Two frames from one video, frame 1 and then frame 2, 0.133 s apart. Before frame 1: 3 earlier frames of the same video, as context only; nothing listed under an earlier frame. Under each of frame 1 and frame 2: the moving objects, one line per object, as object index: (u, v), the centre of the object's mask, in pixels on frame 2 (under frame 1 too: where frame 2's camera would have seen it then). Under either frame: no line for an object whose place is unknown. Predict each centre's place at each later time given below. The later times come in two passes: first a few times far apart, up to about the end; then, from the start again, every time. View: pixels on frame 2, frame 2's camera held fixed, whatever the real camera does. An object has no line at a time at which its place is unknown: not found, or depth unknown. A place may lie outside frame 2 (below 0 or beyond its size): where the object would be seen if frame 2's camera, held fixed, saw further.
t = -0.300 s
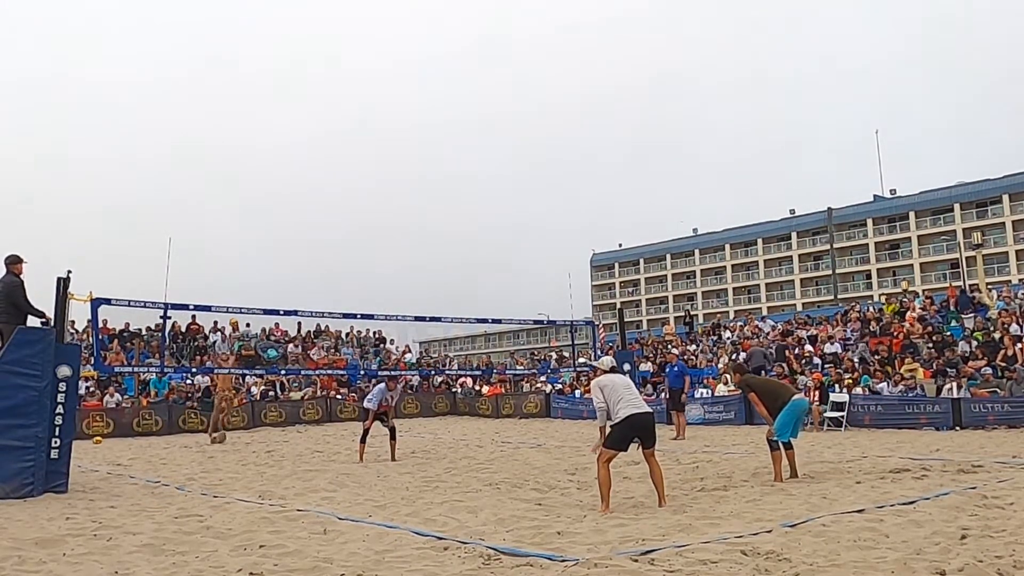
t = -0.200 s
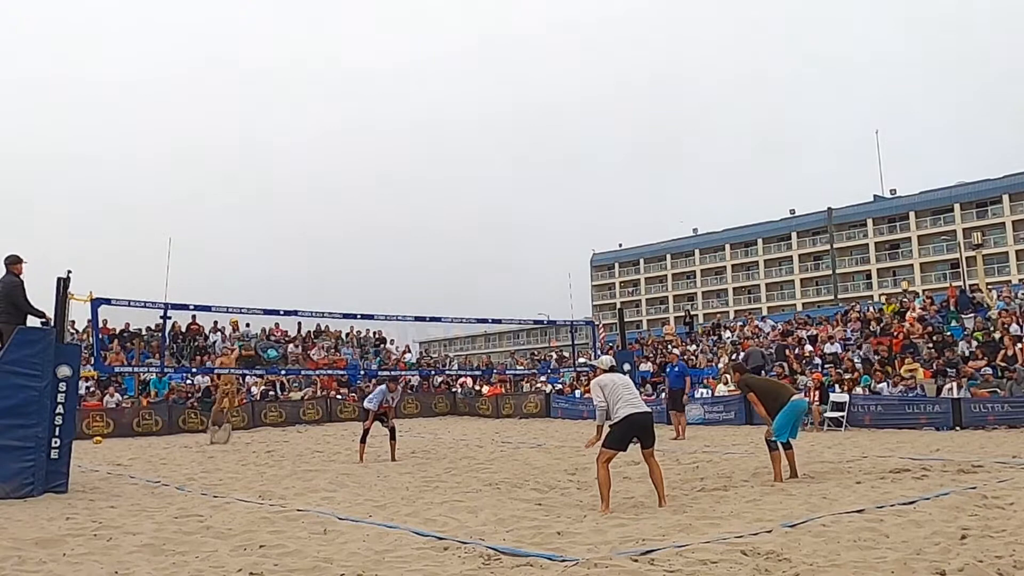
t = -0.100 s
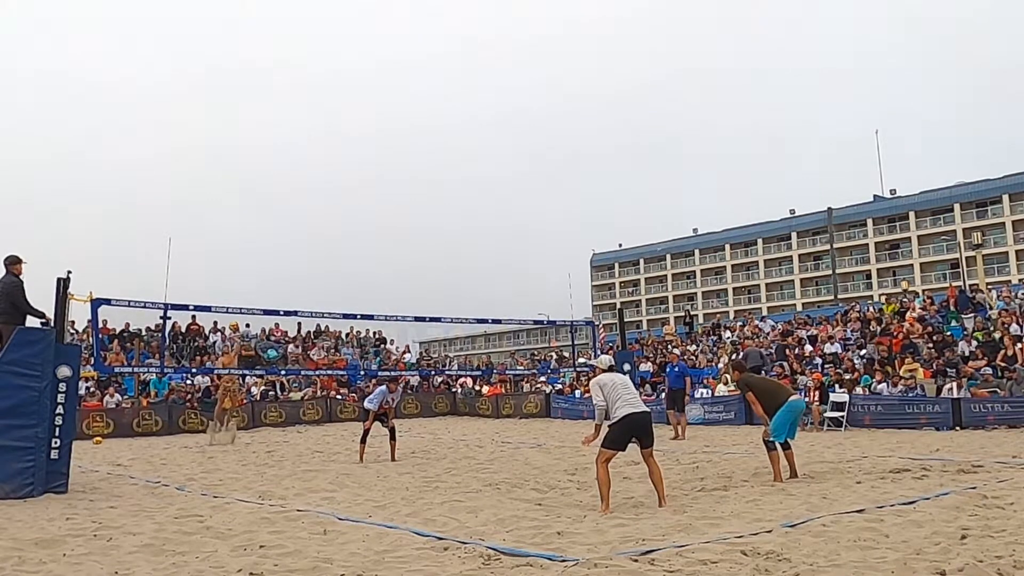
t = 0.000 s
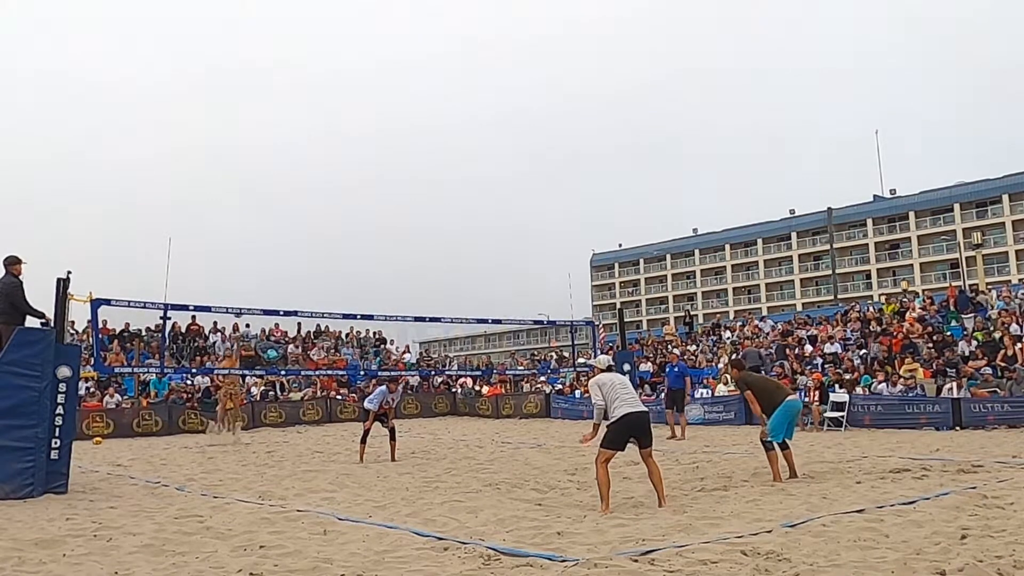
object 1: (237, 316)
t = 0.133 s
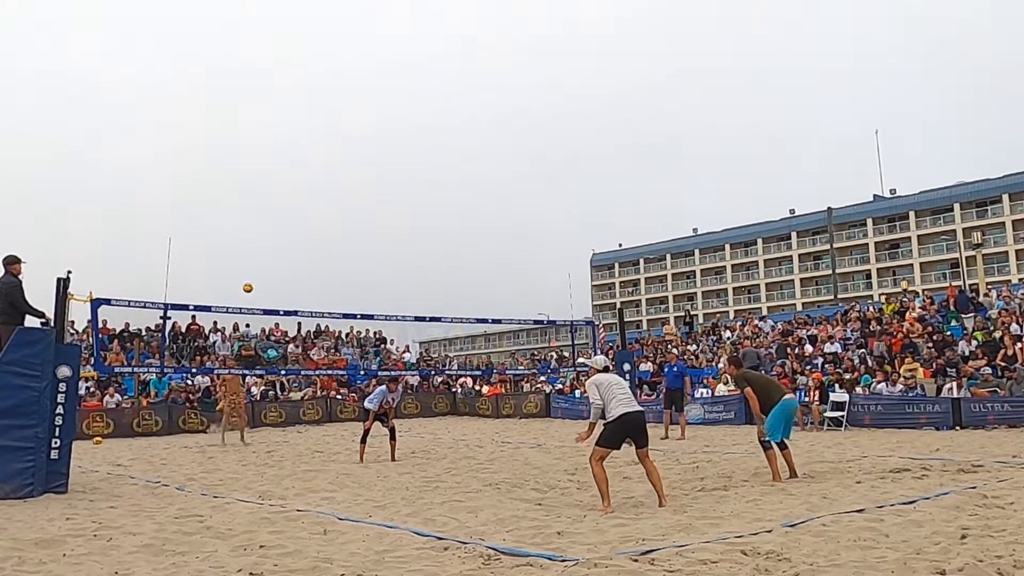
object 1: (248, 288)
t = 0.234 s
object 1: (257, 272)
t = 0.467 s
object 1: (285, 248)
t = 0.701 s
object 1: (322, 255)
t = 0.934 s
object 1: (381, 309)
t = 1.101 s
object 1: (450, 411)
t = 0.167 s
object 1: (250, 282)
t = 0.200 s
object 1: (253, 276)
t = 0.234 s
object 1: (257, 272)
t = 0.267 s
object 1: (260, 267)
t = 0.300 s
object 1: (264, 263)
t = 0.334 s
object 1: (267, 258)
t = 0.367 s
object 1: (271, 255)
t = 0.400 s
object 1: (276, 252)
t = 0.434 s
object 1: (280, 250)
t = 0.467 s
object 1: (285, 248)
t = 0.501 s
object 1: (289, 247)
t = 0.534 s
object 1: (294, 247)
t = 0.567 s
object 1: (299, 247)
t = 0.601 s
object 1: (304, 248)
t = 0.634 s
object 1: (309, 249)
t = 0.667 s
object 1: (315, 252)
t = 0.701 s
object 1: (322, 255)
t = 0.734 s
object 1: (328, 259)
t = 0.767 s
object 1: (335, 264)
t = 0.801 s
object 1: (343, 270)
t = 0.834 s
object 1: (351, 278)
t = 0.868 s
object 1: (360, 286)
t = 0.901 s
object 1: (370, 297)
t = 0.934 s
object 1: (381, 309)
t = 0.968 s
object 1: (394, 324)
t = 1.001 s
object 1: (406, 341)
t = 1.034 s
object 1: (421, 361)
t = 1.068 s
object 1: (434, 384)
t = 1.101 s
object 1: (450, 411)
